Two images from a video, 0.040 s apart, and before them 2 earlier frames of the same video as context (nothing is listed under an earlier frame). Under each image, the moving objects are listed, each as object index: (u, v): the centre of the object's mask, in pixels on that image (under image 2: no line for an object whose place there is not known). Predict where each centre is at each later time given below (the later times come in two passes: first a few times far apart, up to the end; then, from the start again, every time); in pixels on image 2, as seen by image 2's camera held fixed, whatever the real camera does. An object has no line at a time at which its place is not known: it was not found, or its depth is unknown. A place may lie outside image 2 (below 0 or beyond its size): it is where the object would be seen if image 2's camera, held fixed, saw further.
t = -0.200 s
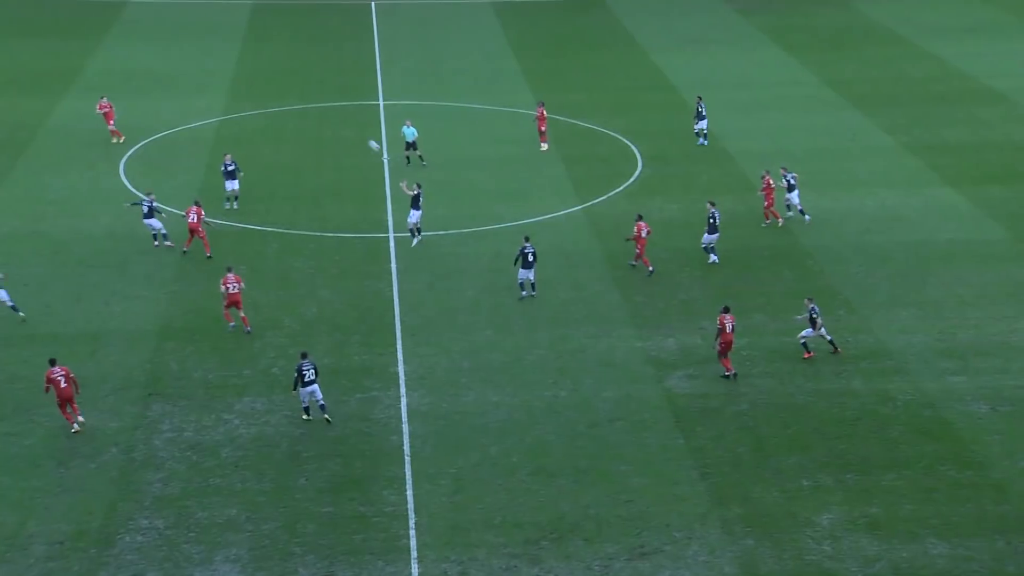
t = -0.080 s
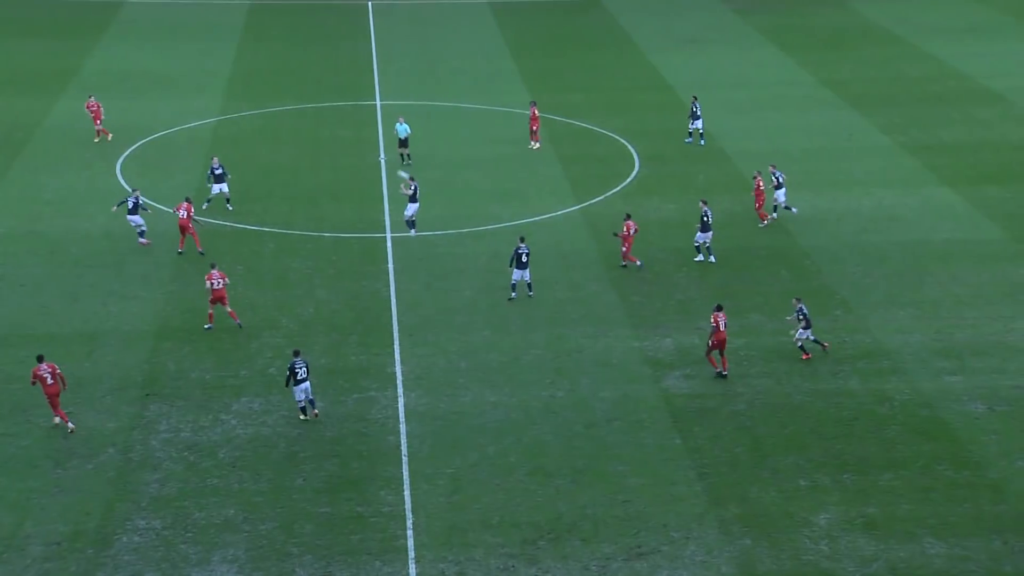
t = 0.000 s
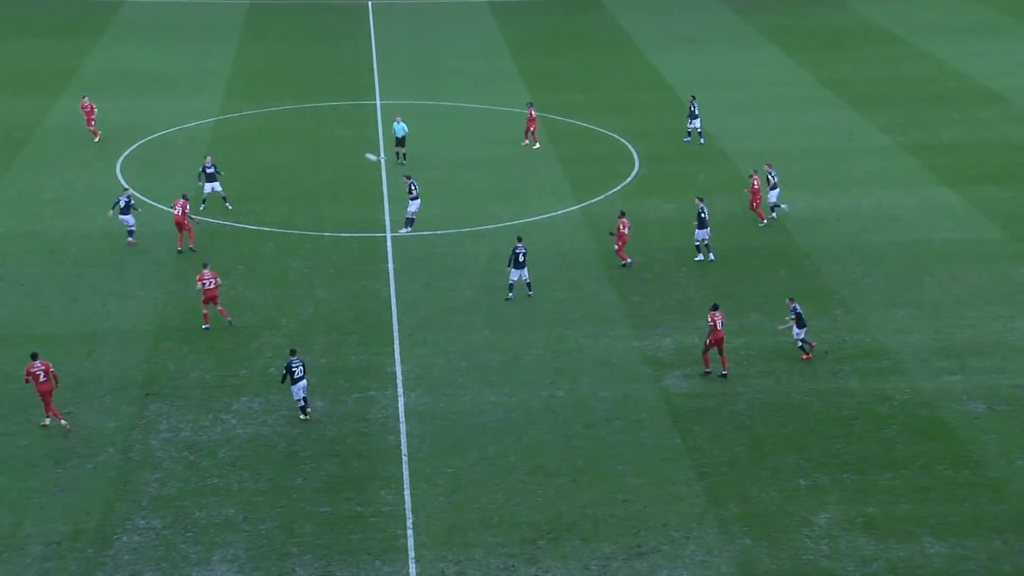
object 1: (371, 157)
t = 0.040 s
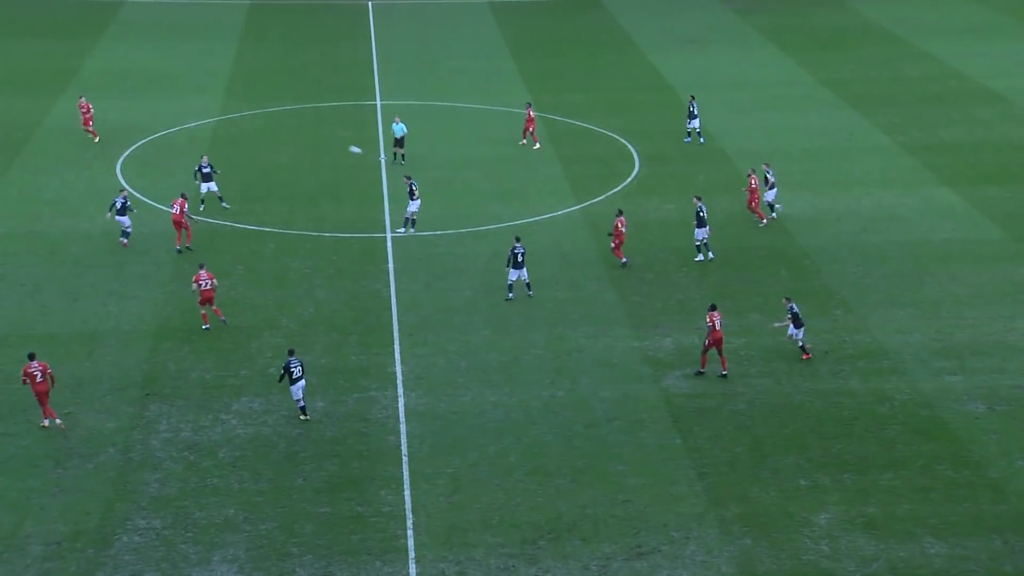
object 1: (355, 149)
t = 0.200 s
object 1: (289, 124)
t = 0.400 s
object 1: (204, 104)
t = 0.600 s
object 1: (119, 98)
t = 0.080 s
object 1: (339, 143)
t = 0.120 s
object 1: (322, 136)
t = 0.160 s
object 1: (306, 130)
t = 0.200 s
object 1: (289, 124)
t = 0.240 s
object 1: (273, 119)
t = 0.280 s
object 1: (255, 115)
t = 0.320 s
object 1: (239, 111)
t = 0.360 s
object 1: (222, 107)
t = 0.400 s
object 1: (204, 104)
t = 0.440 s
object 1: (186, 101)
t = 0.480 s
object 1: (170, 100)
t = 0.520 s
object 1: (153, 99)
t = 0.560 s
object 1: (136, 98)
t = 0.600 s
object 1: (119, 98)
